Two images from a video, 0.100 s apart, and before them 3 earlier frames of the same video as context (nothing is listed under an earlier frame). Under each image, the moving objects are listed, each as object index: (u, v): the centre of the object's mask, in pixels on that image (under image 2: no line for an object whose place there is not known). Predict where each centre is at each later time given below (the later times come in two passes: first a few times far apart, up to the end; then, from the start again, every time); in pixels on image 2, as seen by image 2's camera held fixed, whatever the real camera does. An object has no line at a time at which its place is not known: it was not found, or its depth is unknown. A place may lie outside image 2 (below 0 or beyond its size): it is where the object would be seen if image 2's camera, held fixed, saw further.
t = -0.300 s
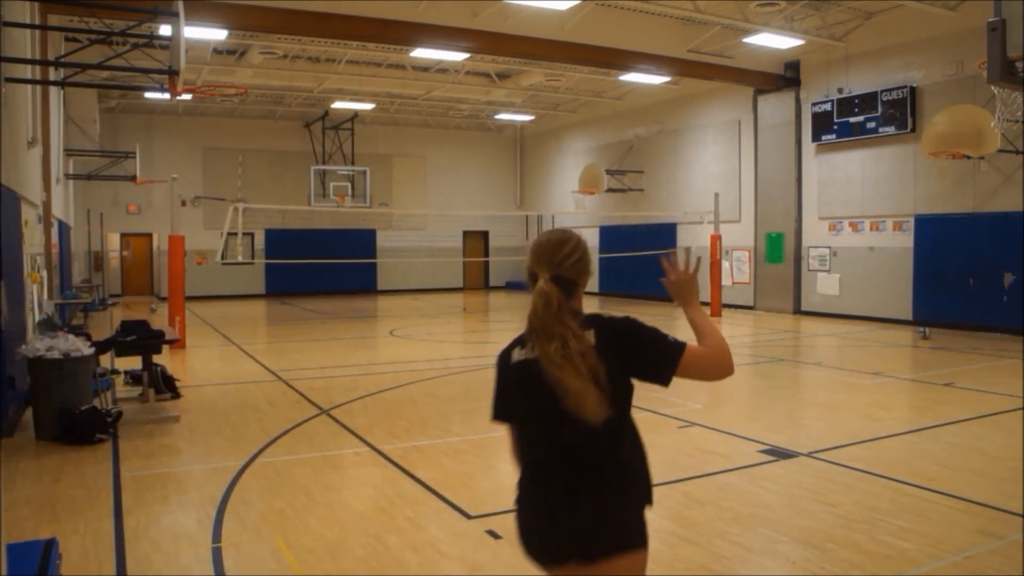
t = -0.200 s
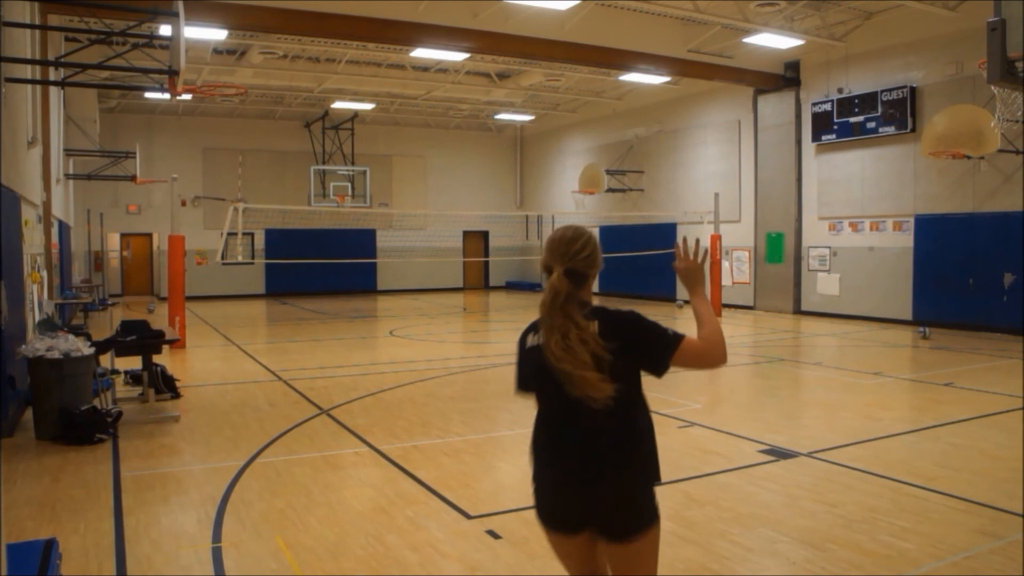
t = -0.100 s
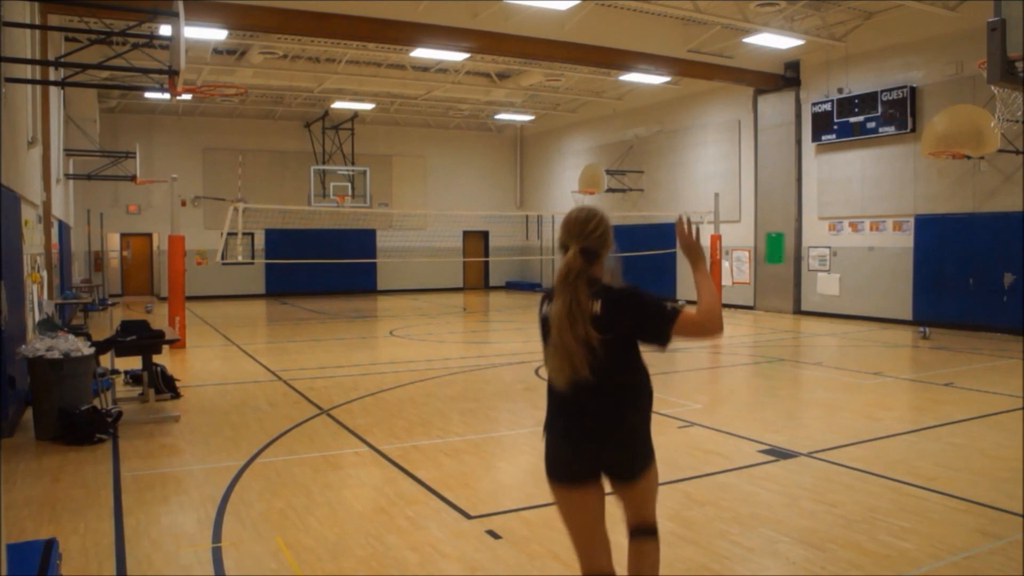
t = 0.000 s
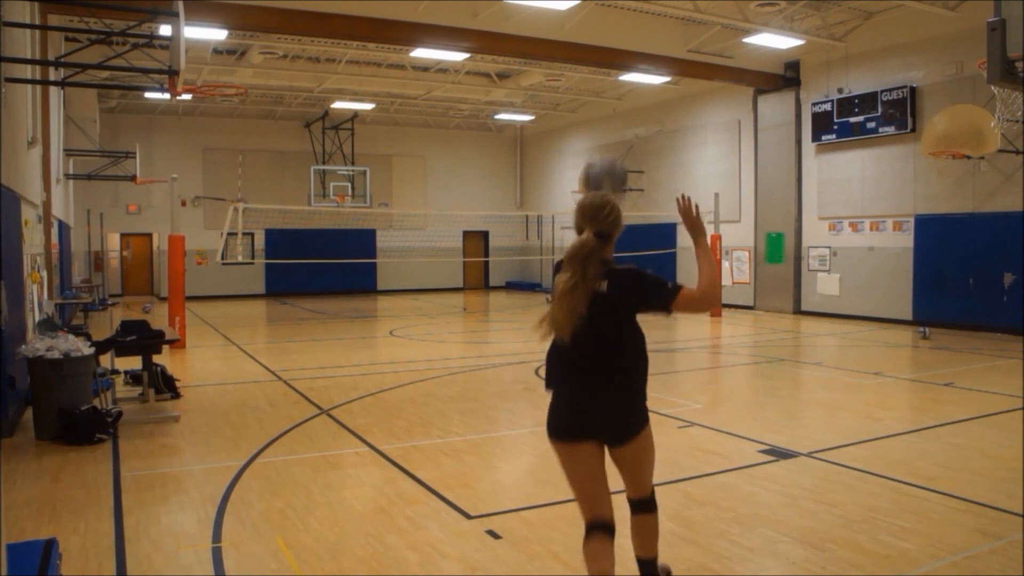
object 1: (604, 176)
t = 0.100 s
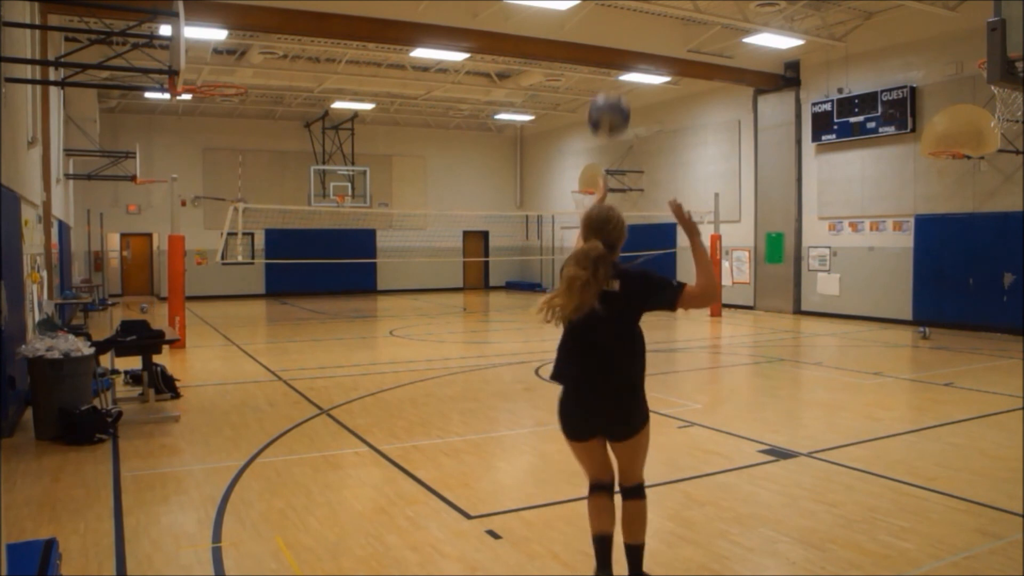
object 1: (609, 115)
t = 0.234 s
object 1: (613, 69)
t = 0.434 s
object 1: (620, 67)
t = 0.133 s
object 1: (609, 100)
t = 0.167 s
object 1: (610, 86)
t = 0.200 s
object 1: (611, 77)
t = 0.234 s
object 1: (613, 69)
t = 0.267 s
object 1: (614, 64)
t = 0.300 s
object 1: (615, 60)
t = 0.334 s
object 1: (616, 59)
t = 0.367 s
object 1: (617, 60)
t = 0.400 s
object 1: (619, 63)
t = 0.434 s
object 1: (620, 67)
